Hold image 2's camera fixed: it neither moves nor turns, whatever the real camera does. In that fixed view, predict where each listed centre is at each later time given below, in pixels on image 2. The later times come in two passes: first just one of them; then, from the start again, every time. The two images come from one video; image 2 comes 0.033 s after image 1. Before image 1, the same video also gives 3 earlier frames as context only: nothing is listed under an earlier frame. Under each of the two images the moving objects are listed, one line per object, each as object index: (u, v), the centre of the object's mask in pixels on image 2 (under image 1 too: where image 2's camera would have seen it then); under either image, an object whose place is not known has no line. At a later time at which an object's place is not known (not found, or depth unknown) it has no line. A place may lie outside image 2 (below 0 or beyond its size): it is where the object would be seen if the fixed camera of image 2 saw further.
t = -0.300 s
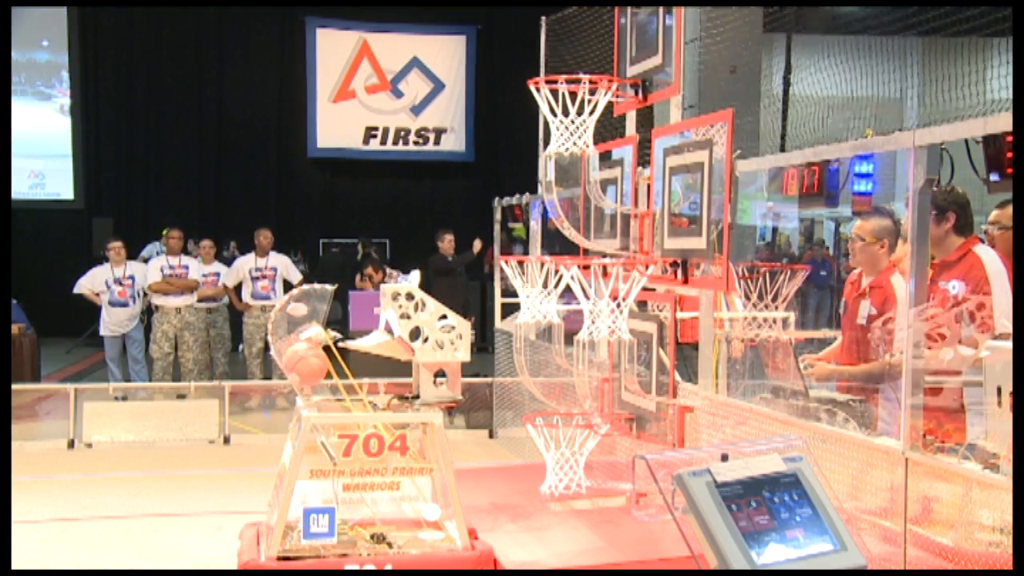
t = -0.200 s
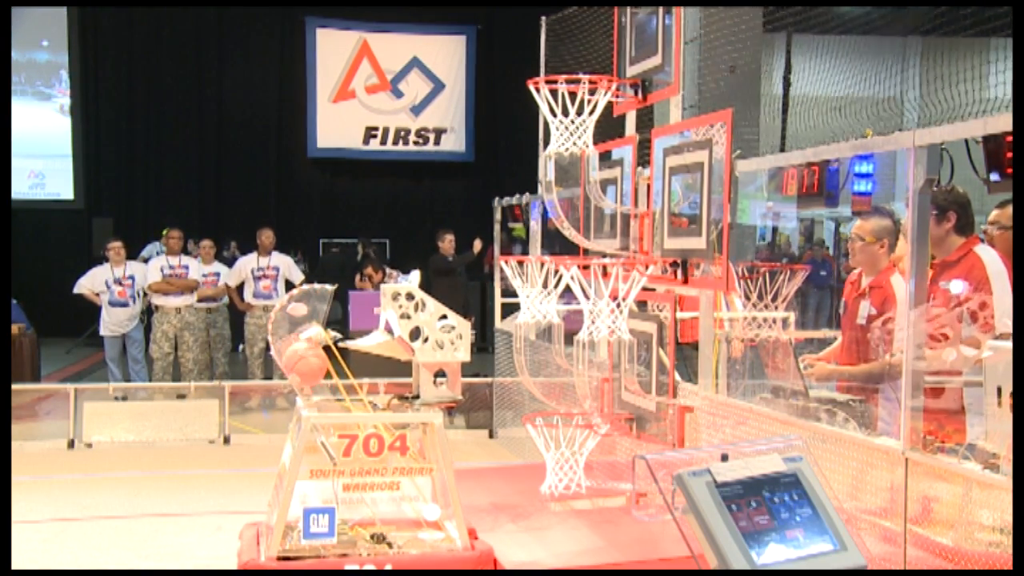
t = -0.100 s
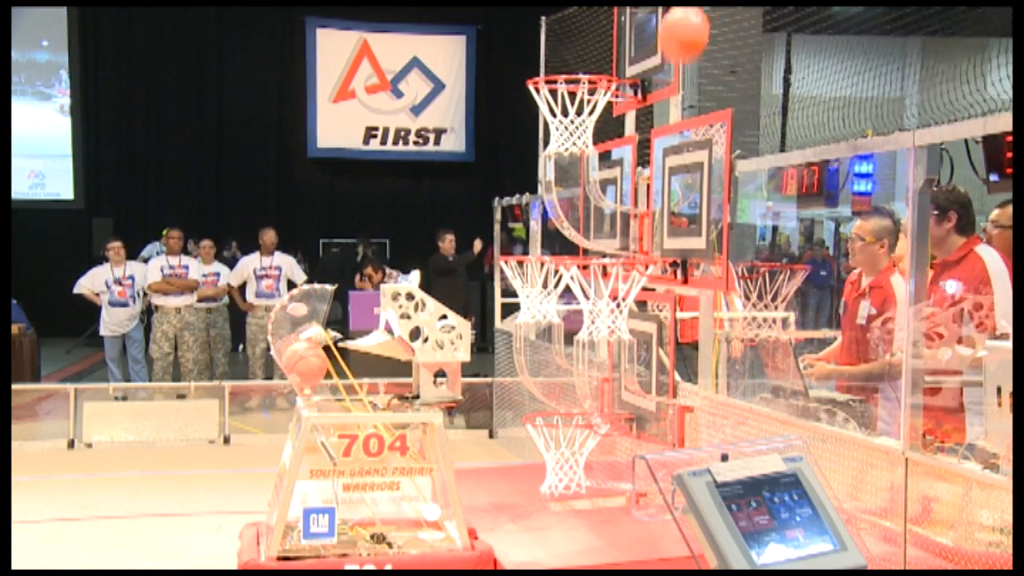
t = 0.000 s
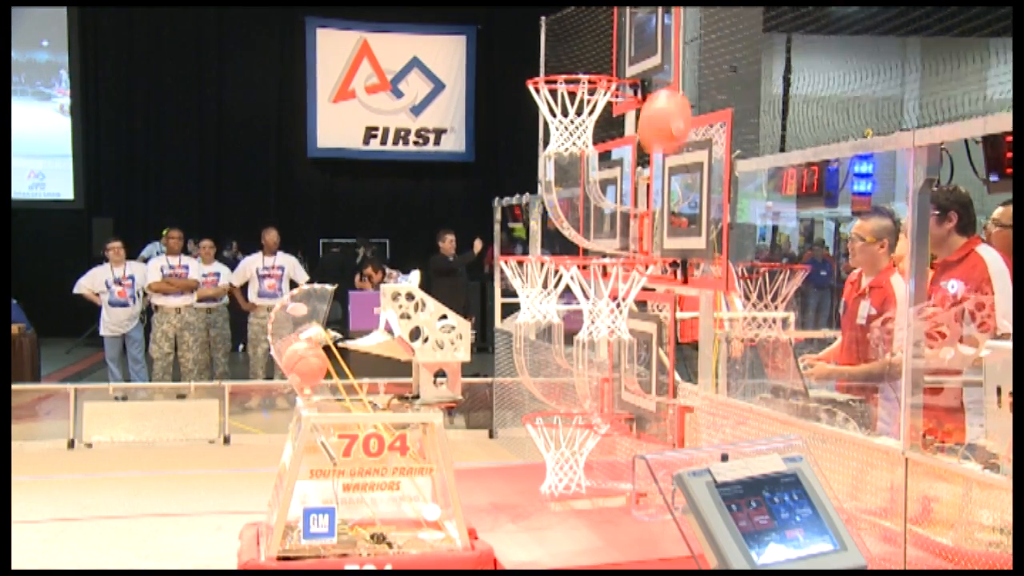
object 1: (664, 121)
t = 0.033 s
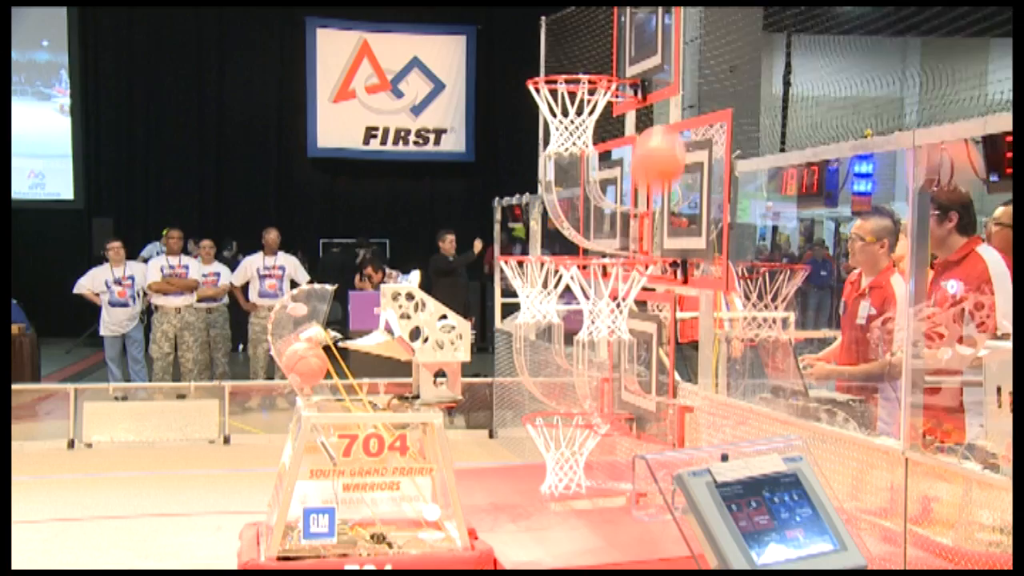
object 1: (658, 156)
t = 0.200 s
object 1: (622, 413)
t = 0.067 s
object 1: (651, 200)
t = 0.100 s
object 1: (644, 243)
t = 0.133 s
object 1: (638, 296)
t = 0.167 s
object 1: (629, 360)
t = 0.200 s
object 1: (622, 413)
